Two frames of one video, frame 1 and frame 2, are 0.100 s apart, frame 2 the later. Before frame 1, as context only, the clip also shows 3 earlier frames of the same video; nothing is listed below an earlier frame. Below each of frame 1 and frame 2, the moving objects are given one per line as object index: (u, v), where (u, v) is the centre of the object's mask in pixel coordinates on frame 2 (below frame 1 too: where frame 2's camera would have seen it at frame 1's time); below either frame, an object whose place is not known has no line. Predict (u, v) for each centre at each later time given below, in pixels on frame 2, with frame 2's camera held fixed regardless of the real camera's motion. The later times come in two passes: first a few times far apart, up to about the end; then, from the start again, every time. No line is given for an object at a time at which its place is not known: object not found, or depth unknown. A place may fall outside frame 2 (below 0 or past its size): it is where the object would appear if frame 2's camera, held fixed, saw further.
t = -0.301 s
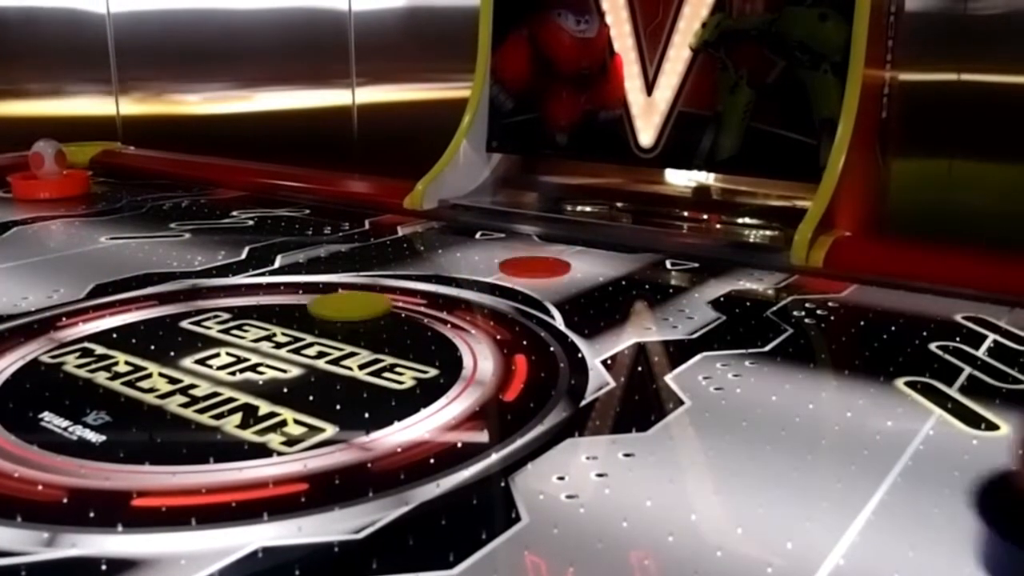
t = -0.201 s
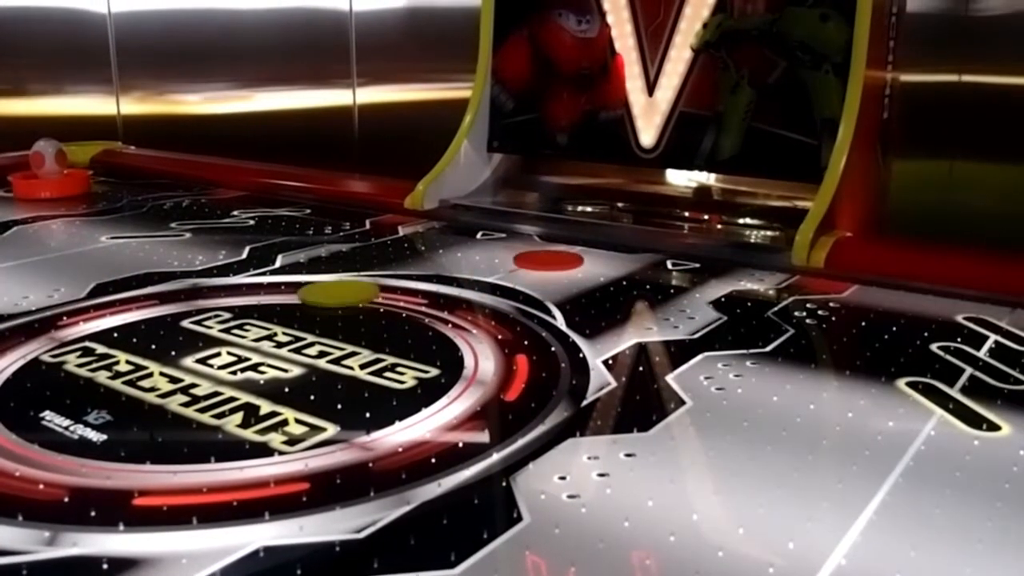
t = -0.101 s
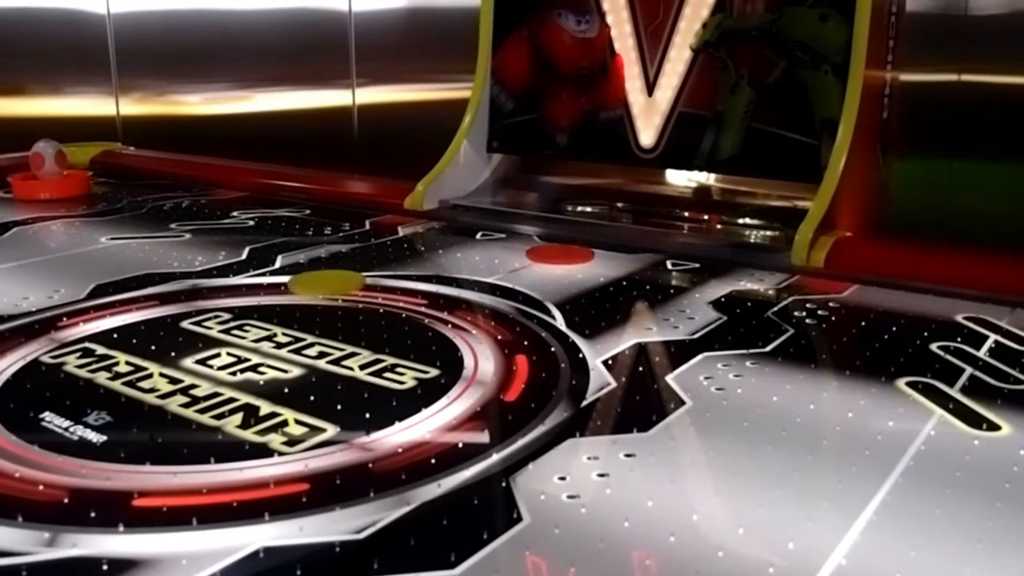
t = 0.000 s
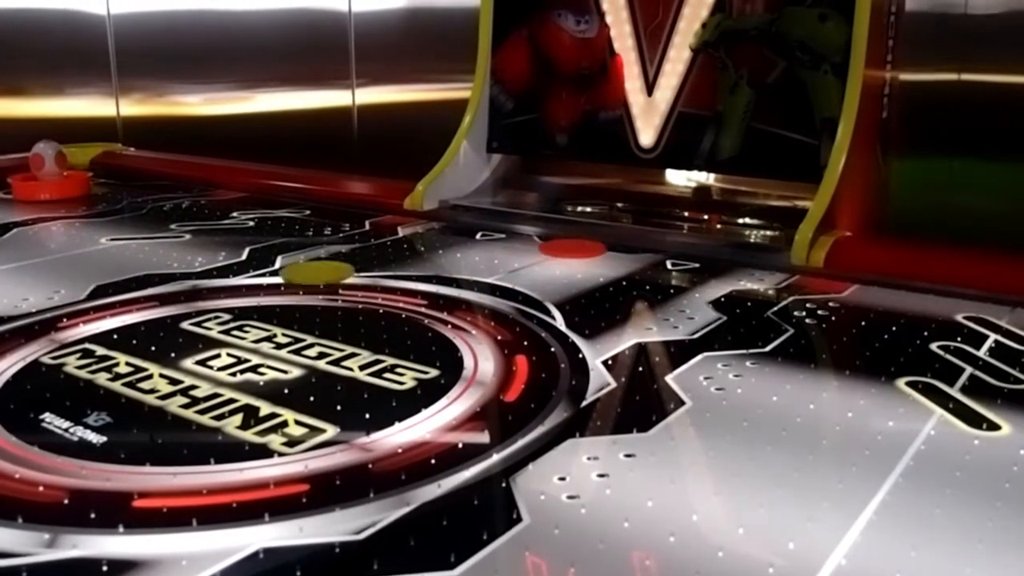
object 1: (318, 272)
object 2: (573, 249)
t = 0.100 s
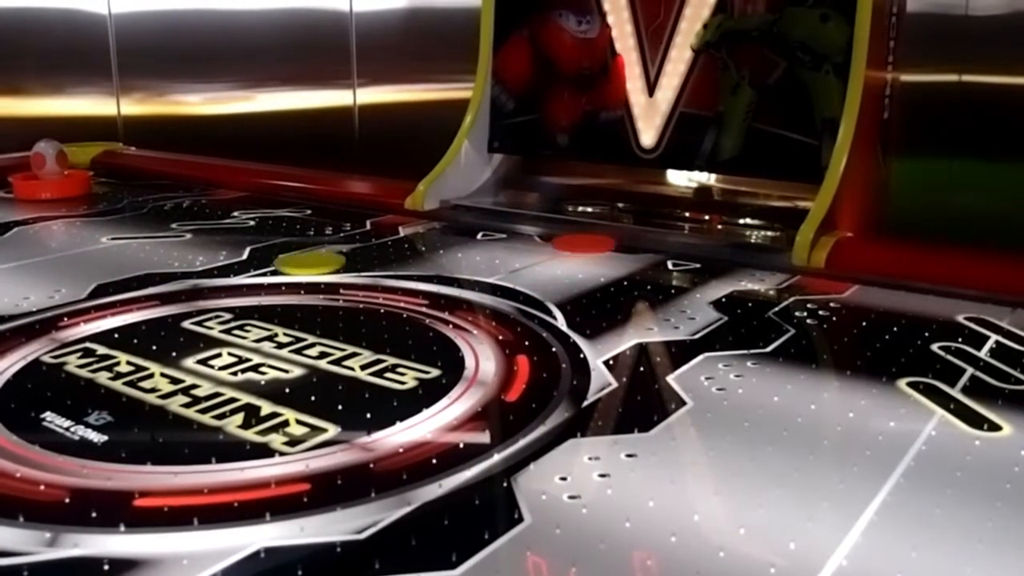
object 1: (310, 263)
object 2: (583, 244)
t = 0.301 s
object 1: (298, 247)
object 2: (542, 249)
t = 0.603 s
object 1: (287, 225)
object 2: (483, 259)
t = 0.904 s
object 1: (285, 209)
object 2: (428, 269)
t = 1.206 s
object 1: (259, 200)
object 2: (375, 280)
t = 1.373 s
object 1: (229, 201)
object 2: (347, 286)
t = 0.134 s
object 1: (308, 260)
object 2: (577, 245)
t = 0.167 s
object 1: (305, 257)
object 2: (570, 245)
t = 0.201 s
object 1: (302, 254)
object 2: (563, 246)
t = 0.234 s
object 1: (300, 251)
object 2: (556, 247)
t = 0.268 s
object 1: (299, 249)
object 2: (549, 248)
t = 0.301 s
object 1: (298, 247)
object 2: (542, 249)
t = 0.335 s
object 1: (295, 243)
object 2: (535, 251)
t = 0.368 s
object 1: (294, 241)
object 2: (529, 251)
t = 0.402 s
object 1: (292, 238)
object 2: (523, 252)
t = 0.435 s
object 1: (291, 236)
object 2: (516, 254)
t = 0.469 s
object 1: (290, 233)
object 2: (509, 255)
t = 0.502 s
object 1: (289, 231)
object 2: (502, 256)
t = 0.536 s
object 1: (288, 229)
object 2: (496, 257)
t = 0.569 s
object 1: (288, 227)
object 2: (490, 257)
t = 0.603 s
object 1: (287, 225)
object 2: (483, 259)
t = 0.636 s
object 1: (287, 222)
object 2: (477, 261)
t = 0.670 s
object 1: (286, 221)
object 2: (471, 262)
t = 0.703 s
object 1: (286, 218)
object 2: (464, 263)
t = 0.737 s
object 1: (285, 217)
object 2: (458, 263)
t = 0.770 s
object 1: (285, 215)
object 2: (452, 264)
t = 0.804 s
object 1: (285, 213)
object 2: (446, 266)
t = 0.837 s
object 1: (285, 211)
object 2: (440, 267)
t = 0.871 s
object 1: (285, 209)
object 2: (433, 268)
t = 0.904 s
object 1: (285, 209)
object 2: (428, 269)
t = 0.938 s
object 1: (286, 206)
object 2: (422, 270)
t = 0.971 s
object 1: (286, 205)
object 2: (416, 271)
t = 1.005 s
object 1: (286, 203)
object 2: (410, 272)
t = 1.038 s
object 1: (286, 201)
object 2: (404, 273)
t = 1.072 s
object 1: (283, 200)
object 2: (398, 275)
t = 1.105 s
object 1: (277, 200)
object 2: (391, 276)
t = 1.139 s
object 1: (272, 200)
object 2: (385, 277)
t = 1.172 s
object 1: (266, 200)
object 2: (380, 279)
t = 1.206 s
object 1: (259, 200)
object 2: (375, 280)
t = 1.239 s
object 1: (253, 200)
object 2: (369, 281)
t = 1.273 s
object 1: (247, 200)
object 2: (363, 282)
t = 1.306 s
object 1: (240, 201)
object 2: (358, 283)
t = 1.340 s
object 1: (234, 201)
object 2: (352, 285)
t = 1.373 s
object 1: (229, 201)
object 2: (347, 286)
